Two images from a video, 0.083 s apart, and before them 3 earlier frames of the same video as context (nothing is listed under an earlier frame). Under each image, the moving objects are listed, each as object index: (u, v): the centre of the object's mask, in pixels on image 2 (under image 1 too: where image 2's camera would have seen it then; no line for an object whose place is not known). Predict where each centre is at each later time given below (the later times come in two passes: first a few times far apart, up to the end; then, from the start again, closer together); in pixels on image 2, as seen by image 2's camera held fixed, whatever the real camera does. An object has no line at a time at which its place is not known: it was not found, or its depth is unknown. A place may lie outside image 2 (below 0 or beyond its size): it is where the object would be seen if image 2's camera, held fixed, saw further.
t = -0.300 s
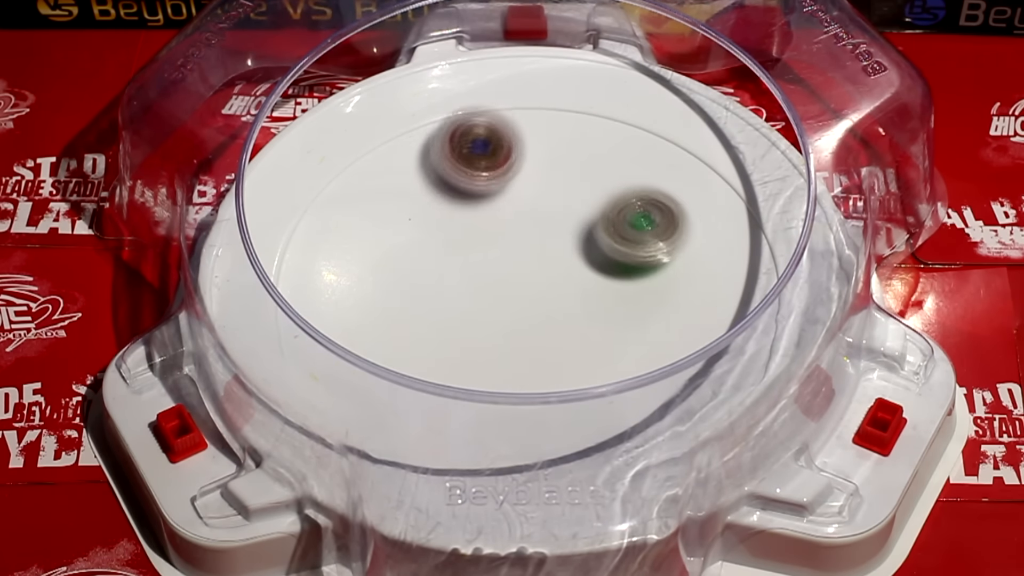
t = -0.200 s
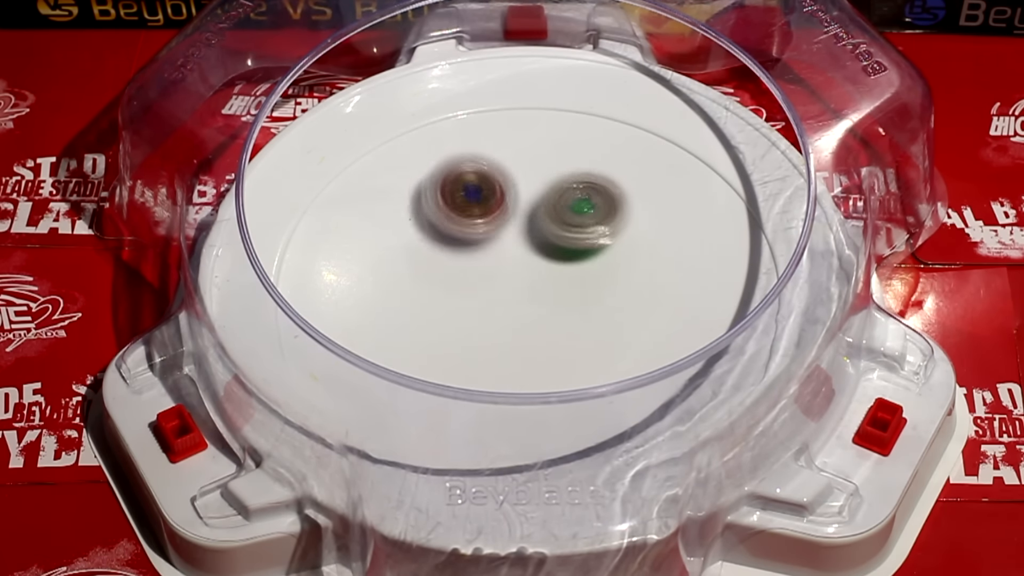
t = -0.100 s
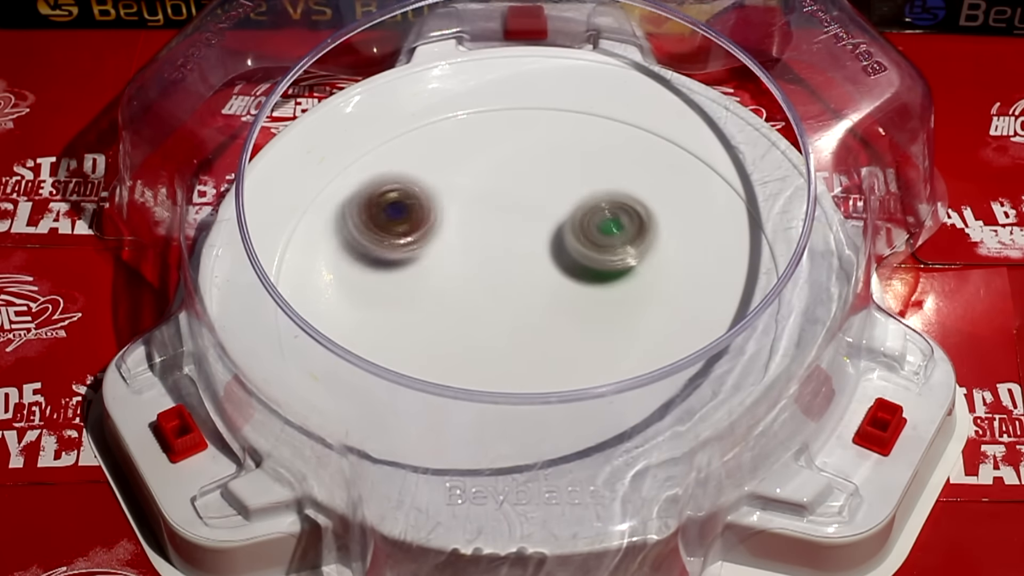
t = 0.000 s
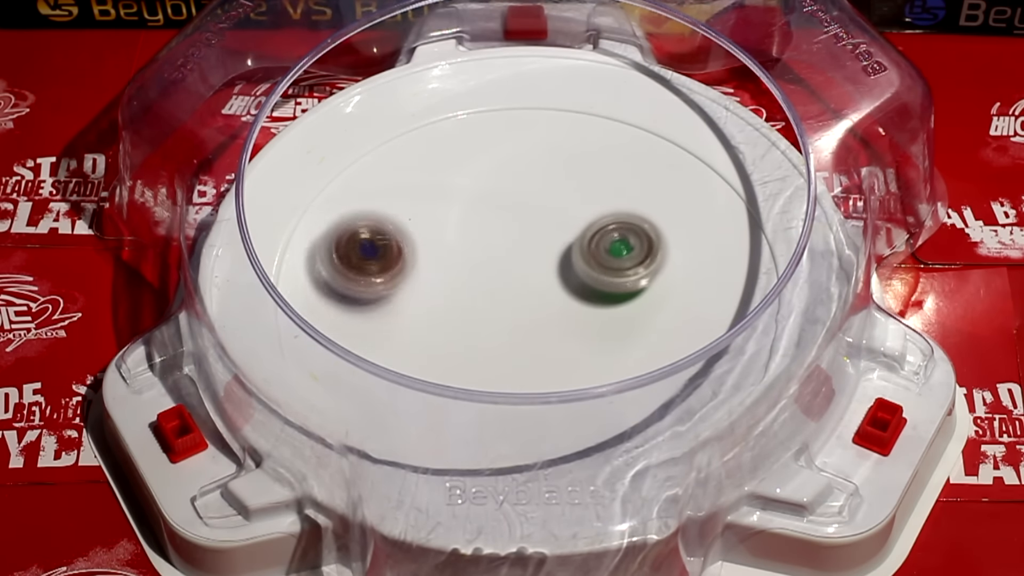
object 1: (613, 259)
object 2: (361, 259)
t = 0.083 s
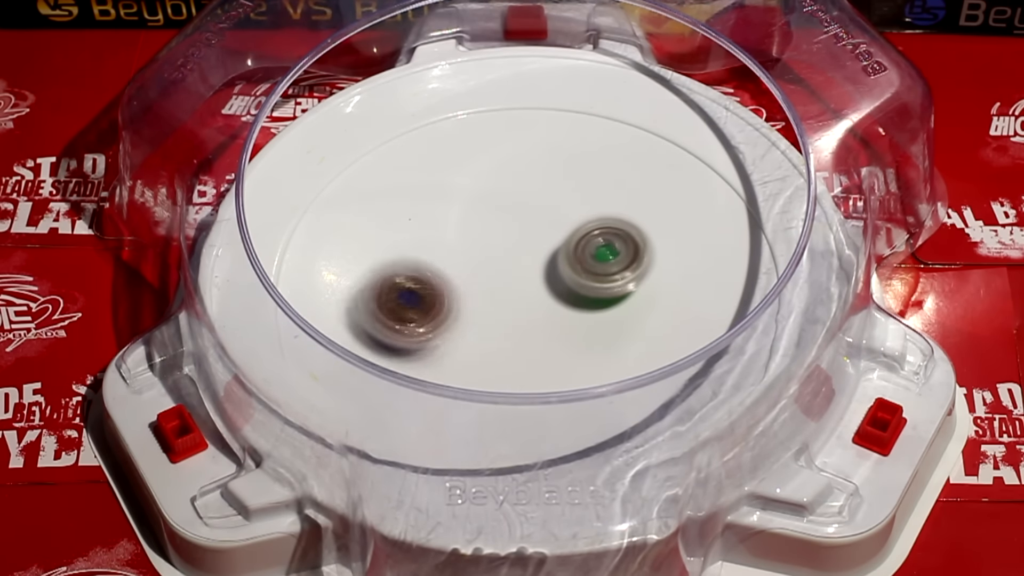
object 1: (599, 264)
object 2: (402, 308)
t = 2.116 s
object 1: (500, 312)
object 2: (249, 239)
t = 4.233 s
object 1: (557, 277)
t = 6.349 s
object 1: (507, 295)
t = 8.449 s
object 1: (552, 298)
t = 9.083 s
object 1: (523, 307)
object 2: (414, 222)
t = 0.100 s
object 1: (596, 264)
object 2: (416, 316)
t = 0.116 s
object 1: (593, 264)
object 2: (434, 325)
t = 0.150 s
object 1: (588, 265)
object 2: (471, 338)
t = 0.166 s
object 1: (585, 265)
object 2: (493, 344)
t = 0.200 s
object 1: (582, 265)
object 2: (537, 349)
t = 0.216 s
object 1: (581, 263)
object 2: (559, 347)
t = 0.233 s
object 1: (579, 266)
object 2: (581, 348)
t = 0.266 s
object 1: (575, 269)
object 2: (620, 340)
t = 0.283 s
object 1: (576, 272)
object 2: (641, 335)
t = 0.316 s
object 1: (575, 275)
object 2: (680, 322)
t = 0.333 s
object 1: (574, 278)
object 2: (697, 315)
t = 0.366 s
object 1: (574, 281)
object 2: (720, 298)
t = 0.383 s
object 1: (573, 283)
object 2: (732, 283)
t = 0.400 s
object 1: (573, 284)
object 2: (740, 275)
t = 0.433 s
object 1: (573, 287)
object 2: (756, 262)
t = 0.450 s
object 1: (572, 288)
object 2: (760, 252)
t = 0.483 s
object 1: (571, 289)
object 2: (759, 238)
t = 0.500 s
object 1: (571, 290)
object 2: (757, 233)
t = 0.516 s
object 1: (570, 291)
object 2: (751, 222)
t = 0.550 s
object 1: (567, 292)
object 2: (732, 209)
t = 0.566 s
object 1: (566, 293)
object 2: (723, 202)
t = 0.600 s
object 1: (564, 296)
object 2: (698, 186)
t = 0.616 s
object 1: (563, 297)
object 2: (685, 178)
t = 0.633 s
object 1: (563, 300)
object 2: (671, 172)
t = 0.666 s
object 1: (563, 304)
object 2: (642, 158)
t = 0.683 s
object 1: (562, 306)
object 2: (626, 151)
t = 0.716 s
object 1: (563, 311)
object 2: (597, 137)
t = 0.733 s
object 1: (564, 313)
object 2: (580, 132)
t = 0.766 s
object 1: (566, 317)
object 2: (546, 125)
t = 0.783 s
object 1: (567, 318)
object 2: (528, 125)
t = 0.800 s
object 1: (568, 319)
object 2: (511, 127)
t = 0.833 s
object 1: (571, 319)
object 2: (478, 136)
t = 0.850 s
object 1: (572, 319)
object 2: (460, 146)
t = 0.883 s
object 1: (573, 317)
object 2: (432, 167)
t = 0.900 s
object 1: (572, 317)
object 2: (418, 180)
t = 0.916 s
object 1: (572, 317)
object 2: (408, 195)
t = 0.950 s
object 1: (570, 317)
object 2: (391, 228)
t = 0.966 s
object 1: (569, 318)
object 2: (384, 247)
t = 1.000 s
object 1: (567, 319)
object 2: (378, 283)
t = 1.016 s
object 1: (567, 319)
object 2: (379, 299)
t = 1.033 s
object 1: (566, 320)
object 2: (383, 317)
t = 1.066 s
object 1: (564, 320)
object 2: (402, 340)
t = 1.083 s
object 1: (562, 321)
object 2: (403, 367)
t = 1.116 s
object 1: (560, 321)
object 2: (422, 401)
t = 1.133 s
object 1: (558, 321)
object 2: (438, 412)
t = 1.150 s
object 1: (557, 322)
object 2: (453, 425)
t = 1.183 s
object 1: (554, 322)
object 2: (493, 449)
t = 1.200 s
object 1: (552, 322)
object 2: (512, 457)
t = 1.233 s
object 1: (548, 323)
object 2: (553, 467)
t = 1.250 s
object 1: (546, 323)
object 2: (572, 466)
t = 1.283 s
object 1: (541, 324)
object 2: (614, 464)
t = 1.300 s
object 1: (540, 324)
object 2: (639, 461)
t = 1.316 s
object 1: (538, 325)
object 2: (658, 460)
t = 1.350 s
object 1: (534, 325)
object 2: (694, 446)
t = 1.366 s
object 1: (533, 325)
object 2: (712, 428)
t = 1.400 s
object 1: (530, 325)
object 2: (731, 404)
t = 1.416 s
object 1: (528, 325)
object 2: (743, 389)
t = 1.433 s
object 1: (527, 326)
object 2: (756, 374)
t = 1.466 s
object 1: (525, 327)
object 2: (782, 348)
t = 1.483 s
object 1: (524, 327)
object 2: (793, 332)
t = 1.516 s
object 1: (522, 328)
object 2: (808, 298)
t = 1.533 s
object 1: (521, 328)
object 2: (811, 279)
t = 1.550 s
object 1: (520, 328)
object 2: (812, 261)
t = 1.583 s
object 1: (520, 329)
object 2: (804, 225)
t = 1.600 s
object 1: (519, 328)
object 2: (783, 212)
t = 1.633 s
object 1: (518, 329)
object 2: (775, 180)
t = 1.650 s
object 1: (518, 328)
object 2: (768, 163)
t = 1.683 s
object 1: (517, 328)
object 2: (746, 134)
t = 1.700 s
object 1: (517, 328)
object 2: (729, 122)
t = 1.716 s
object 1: (517, 328)
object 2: (711, 111)
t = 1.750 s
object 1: (515, 327)
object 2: (673, 94)
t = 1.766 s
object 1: (515, 327)
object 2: (651, 86)
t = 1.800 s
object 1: (514, 326)
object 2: (608, 75)
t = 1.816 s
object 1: (514, 325)
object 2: (582, 75)
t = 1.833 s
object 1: (514, 325)
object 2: (557, 73)
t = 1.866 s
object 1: (512, 324)
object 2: (508, 74)
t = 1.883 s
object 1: (512, 323)
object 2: (482, 77)
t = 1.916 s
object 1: (510, 321)
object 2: (436, 86)
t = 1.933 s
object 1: (510, 321)
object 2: (412, 94)
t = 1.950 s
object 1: (509, 320)
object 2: (390, 100)
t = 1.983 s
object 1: (507, 318)
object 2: (349, 123)
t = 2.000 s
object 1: (506, 318)
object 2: (330, 133)
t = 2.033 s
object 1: (505, 316)
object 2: (300, 159)
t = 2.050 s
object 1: (504, 315)
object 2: (288, 174)
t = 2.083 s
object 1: (502, 314)
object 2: (267, 203)
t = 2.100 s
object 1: (501, 313)
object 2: (258, 222)
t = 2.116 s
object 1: (500, 312)
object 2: (249, 239)
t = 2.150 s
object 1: (499, 311)
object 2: (244, 273)
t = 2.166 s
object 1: (499, 310)
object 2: (243, 293)
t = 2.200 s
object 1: (498, 308)
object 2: (252, 333)
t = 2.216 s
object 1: (497, 307)
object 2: (263, 352)
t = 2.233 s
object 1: (497, 306)
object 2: (278, 370)
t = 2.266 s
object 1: (496, 303)
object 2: (310, 416)
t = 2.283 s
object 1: (495, 303)
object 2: (322, 438)
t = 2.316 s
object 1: (495, 300)
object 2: (383, 457)
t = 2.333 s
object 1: (494, 300)
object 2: (404, 474)
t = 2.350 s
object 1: (494, 299)
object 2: (430, 483)
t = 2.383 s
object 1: (493, 297)
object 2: (493, 495)
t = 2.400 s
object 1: (492, 297)
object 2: (524, 499)
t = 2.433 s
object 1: (492, 295)
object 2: (586, 498)
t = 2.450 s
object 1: (491, 294)
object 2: (620, 498)
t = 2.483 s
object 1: (490, 293)
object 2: (658, 468)
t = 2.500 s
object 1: (489, 292)
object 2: (672, 453)
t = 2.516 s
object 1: (490, 292)
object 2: (685, 436)
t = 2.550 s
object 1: (489, 290)
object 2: (719, 397)
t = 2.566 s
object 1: (489, 290)
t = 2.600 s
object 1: (489, 288)
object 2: (740, 342)
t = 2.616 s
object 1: (489, 288)
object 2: (740, 313)
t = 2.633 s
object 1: (489, 287)
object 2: (738, 290)
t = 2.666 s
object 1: (489, 286)
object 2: (745, 250)
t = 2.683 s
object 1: (489, 285)
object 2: (738, 230)
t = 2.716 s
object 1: (490, 284)
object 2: (721, 188)
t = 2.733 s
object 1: (491, 284)
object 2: (711, 171)
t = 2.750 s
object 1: (492, 283)
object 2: (698, 153)
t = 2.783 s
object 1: (494, 282)
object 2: (662, 126)
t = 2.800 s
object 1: (494, 281)
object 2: (641, 114)
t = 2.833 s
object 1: (495, 279)
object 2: (596, 102)
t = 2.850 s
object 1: (495, 279)
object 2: (569, 98)
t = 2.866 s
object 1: (496, 278)
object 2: (543, 98)
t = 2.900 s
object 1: (496, 277)
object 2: (491, 99)
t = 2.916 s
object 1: (496, 276)
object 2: (464, 101)
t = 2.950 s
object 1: (498, 275)
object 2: (416, 108)
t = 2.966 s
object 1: (498, 275)
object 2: (395, 116)
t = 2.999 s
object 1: (499, 274)
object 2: (353, 142)
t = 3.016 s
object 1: (501, 274)
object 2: (338, 159)
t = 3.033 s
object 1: (502, 273)
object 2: (322, 176)
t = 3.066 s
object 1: (505, 272)
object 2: (300, 213)
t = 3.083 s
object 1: (505, 272)
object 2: (293, 236)
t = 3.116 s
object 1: (508, 271)
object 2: (275, 280)
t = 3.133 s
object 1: (510, 271)
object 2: (276, 304)
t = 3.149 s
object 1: (511, 270)
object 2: (286, 326)
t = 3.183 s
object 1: (513, 269)
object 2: (311, 370)
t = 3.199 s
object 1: (514, 269)
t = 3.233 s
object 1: (516, 267)
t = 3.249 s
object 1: (518, 267)
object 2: (393, 436)
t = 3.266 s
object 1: (518, 266)
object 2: (422, 446)
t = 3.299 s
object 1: (520, 265)
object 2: (483, 461)
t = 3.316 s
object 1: (521, 264)
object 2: (512, 463)
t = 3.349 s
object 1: (523, 264)
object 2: (575, 457)
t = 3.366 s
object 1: (524, 263)
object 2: (603, 448)
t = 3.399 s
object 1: (525, 262)
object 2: (660, 428)
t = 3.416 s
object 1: (527, 262)
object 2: (682, 415)
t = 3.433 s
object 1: (527, 261)
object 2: (713, 398)
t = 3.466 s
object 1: (529, 260)
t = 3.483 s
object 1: (530, 260)
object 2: (751, 337)
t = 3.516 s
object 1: (531, 259)
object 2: (755, 289)
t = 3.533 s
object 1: (532, 259)
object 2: (754, 269)
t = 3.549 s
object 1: (533, 259)
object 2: (756, 250)
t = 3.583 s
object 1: (534, 259)
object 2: (740, 218)
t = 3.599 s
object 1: (535, 259)
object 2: (729, 198)
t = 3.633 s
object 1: (537, 259)
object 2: (693, 167)
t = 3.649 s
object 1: (537, 258)
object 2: (675, 149)
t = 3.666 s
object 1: (538, 258)
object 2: (654, 134)
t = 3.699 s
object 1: (539, 257)
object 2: (614, 108)
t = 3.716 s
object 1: (539, 258)
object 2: (589, 101)
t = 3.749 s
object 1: (540, 258)
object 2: (533, 102)
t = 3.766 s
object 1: (541, 259)
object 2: (504, 105)
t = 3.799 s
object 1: (542, 259)
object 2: (444, 115)
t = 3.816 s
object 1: (542, 260)
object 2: (419, 121)
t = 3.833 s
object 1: (543, 260)
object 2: (393, 128)
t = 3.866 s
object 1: (544, 261)
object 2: (350, 147)
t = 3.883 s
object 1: (545, 262)
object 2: (330, 159)
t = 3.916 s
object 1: (546, 263)
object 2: (306, 195)
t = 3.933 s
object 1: (546, 264)
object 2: (298, 215)
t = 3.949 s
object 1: (547, 264)
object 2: (295, 236)
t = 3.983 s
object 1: (548, 266)
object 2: (288, 277)
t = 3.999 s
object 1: (549, 267)
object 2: (288, 301)
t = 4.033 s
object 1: (550, 268)
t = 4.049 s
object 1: (551, 269)
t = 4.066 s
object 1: (551, 270)
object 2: (322, 380)
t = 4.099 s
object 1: (552, 271)
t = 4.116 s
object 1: (553, 272)
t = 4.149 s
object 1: (554, 274)
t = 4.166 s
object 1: (555, 274)
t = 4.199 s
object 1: (556, 276)
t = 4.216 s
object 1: (556, 277)
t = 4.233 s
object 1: (557, 277)
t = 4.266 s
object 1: (558, 279)
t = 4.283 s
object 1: (558, 280)
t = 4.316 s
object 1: (560, 281)
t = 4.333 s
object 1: (560, 282)
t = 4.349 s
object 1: (561, 282)
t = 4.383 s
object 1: (562, 284)
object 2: (743, 322)
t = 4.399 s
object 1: (563, 285)
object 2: (744, 299)
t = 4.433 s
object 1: (563, 286)
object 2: (747, 260)
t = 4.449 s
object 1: (563, 286)
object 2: (749, 240)
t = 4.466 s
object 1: (563, 287)
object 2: (745, 221)
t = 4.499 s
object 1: (564, 289)
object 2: (724, 188)
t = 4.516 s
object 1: (564, 289)
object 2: (710, 173)
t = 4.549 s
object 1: (564, 290)
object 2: (677, 144)
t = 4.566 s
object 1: (564, 291)
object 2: (659, 132)
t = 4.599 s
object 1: (564, 292)
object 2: (617, 112)
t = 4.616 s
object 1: (564, 292)
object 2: (594, 104)
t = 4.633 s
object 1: (564, 293)
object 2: (571, 98)
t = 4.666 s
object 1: (563, 294)
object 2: (525, 94)
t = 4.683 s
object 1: (563, 294)
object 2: (502, 96)
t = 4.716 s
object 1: (562, 295)
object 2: (457, 103)
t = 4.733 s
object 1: (562, 296)
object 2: (436, 107)
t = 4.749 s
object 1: (561, 297)
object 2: (415, 115)
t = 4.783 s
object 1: (561, 298)
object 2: (381, 131)
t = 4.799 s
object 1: (560, 298)
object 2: (365, 143)
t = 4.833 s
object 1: (559, 299)
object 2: (341, 165)
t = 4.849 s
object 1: (559, 300)
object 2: (329, 179)
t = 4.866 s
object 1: (558, 301)
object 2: (319, 194)
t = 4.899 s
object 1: (557, 302)
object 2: (304, 229)
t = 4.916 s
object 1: (557, 302)
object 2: (301, 245)
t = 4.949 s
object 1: (555, 303)
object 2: (296, 283)
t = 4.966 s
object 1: (554, 304)
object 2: (297, 301)
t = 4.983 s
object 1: (553, 304)
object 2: (302, 321)
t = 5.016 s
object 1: (552, 305)
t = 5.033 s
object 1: (551, 305)
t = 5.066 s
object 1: (550, 306)
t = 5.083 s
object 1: (549, 306)
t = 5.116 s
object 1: (548, 307)
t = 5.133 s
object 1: (547, 307)
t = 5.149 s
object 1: (547, 308)
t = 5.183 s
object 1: (545, 309)
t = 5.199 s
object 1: (544, 309)
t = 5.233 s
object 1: (542, 310)
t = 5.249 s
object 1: (541, 310)
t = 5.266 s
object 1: (540, 311)
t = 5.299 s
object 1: (539, 311)
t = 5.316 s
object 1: (538, 311)
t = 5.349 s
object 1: (536, 312)
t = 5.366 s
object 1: (535, 312)
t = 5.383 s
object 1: (534, 312)
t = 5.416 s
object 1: (532, 312)
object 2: (720, 339)
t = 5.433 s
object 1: (531, 312)
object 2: (720, 318)
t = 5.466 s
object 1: (530, 312)
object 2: (723, 291)
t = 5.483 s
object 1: (529, 312)
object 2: (727, 277)
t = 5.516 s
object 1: (527, 312)
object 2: (723, 247)
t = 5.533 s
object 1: (526, 312)
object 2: (718, 233)
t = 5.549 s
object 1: (525, 312)
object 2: (711, 218)
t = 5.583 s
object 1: (523, 312)
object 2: (691, 193)
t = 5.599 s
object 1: (522, 312)
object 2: (681, 183)
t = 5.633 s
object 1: (520, 312)
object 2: (653, 160)
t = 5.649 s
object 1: (519, 312)
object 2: (637, 151)
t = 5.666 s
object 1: (518, 311)
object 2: (619, 144)
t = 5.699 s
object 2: (586, 133)
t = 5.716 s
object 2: (566, 129)
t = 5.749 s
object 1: (514, 311)
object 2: (523, 125)
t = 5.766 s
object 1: (513, 311)
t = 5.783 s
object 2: (480, 127)
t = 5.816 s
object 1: (511, 310)
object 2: (442, 134)
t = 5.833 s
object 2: (424, 139)
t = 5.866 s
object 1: (509, 310)
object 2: (387, 156)
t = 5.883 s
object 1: (509, 309)
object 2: (371, 166)
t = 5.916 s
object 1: (508, 309)
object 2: (343, 190)
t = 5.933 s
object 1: (507, 309)
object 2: (332, 203)
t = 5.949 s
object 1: (507, 308)
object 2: (323, 218)
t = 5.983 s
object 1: (507, 308)
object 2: (308, 251)
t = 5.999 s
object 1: (506, 308)
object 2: (309, 265)
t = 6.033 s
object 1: (506, 307)
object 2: (305, 300)
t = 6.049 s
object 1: (506, 306)
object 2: (308, 320)
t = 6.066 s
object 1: (506, 306)
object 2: (309, 337)
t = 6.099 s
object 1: (506, 305)
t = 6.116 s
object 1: (506, 304)
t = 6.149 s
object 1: (505, 303)
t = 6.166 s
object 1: (505, 302)
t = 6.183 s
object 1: (505, 302)
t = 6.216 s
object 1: (506, 300)
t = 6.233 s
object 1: (506, 300)
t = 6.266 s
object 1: (506, 298)
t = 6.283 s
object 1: (506, 298)
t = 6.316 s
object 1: (506, 296)
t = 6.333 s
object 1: (506, 296)
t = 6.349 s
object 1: (507, 295)
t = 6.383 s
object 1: (507, 293)
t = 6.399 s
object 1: (507, 292)
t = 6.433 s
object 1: (507, 291)
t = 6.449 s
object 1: (508, 290)
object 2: (726, 335)
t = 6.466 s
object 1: (508, 290)
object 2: (733, 316)
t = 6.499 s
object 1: (508, 288)
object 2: (735, 286)
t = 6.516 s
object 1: (509, 287)
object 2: (747, 265)
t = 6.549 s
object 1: (509, 286)
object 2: (746, 239)
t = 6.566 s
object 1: (509, 285)
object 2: (737, 228)
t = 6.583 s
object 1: (509, 284)
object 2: (731, 214)
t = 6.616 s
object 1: (510, 283)
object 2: (714, 185)
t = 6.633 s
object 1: (511, 283)
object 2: (703, 176)
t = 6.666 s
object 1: (512, 281)
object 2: (678, 155)
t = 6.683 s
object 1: (512, 281)
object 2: (660, 145)
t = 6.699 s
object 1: (512, 280)
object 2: (642, 137)
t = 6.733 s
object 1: (513, 279)
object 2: (609, 125)
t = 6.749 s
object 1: (514, 278)
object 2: (590, 120)
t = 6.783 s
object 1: (515, 277)
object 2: (551, 114)
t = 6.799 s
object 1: (515, 277)
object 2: (532, 116)
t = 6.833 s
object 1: (516, 276)
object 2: (489, 120)
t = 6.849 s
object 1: (517, 275)
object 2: (468, 124)
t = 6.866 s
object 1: (518, 275)
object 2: (446, 131)
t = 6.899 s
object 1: (519, 274)
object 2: (406, 147)
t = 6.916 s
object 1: (519, 274)
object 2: (385, 159)
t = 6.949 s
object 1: (521, 273)
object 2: (355, 186)
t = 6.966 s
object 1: (521, 272)
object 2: (342, 198)
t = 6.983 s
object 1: (522, 272)
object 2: (330, 214)
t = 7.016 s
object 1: (523, 271)
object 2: (315, 249)
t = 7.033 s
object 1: (524, 271)
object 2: (314, 265)
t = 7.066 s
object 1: (524, 270)
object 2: (306, 305)
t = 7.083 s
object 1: (525, 270)
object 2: (310, 325)
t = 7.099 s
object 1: (525, 270)
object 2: (318, 342)
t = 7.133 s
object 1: (527, 269)
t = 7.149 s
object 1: (527, 269)
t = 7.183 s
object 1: (528, 269)
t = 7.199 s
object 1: (528, 269)
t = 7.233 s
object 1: (529, 268)
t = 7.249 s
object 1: (530, 268)
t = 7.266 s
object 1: (530, 268)
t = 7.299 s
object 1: (531, 269)
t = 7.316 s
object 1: (532, 269)
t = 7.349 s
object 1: (534, 269)
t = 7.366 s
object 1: (534, 269)
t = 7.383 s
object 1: (535, 269)
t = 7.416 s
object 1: (536, 269)
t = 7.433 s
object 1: (537, 270)
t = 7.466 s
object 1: (538, 270)
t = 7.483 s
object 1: (538, 270)
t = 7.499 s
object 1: (539, 271)
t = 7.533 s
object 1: (540, 271)
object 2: (739, 279)
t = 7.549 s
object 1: (541, 272)
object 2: (744, 264)
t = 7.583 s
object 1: (542, 273)
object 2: (737, 232)
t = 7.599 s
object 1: (542, 273)
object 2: (731, 220)
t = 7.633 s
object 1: (543, 274)
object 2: (709, 188)
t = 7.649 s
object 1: (544, 275)
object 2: (696, 174)
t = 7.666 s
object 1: (544, 275)
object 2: (682, 164)
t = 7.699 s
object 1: (545, 276)
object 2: (641, 143)
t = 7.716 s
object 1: (545, 277)
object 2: (625, 136)
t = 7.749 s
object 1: (546, 278)
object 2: (583, 125)
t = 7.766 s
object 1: (546, 279)
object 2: (564, 123)
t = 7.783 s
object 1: (547, 280)
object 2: (543, 121)
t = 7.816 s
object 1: (548, 281)
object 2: (498, 124)
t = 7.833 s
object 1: (548, 281)
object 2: (477, 126)
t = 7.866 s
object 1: (549, 282)
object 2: (437, 137)
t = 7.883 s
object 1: (550, 283)
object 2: (419, 145)
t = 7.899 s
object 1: (550, 284)
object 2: (400, 155)
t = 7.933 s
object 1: (551, 285)
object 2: (364, 181)
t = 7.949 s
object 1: (552, 285)
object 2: (352, 193)
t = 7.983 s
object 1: (553, 286)
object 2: (330, 223)
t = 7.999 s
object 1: (553, 287)
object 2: (322, 239)
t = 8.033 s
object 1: (554, 288)
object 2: (316, 270)
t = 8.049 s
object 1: (555, 288)
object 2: (312, 289)
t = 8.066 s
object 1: (555, 289)
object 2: (323, 299)
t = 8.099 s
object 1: (555, 290)
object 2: (320, 345)
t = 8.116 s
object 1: (555, 290)
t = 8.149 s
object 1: (555, 291)
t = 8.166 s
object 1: (555, 291)
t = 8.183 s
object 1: (555, 292)
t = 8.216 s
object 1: (556, 293)
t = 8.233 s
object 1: (556, 293)
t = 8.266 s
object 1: (556, 294)
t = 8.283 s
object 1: (556, 294)
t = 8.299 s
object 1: (555, 295)
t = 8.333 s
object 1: (555, 296)
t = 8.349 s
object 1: (554, 296)
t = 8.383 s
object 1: (554, 297)
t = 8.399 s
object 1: (554, 297)
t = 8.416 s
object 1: (553, 297)
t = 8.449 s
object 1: (552, 298)
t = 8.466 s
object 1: (552, 298)
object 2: (689, 353)
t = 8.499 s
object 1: (551, 299)
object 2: (700, 318)
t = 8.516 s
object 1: (551, 299)
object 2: (700, 311)
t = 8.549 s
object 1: (549, 300)
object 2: (701, 289)
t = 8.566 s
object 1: (549, 300)
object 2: (697, 276)
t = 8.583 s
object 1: (548, 301)
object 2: (696, 264)
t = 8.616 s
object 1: (546, 301)
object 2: (685, 240)
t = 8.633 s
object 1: (546, 302)
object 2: (678, 229)
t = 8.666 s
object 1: (544, 302)
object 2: (663, 208)
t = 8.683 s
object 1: (543, 303)
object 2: (652, 203)
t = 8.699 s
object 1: (542, 303)
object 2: (646, 192)
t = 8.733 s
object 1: (540, 303)
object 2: (620, 184)
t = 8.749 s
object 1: (539, 304)
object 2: (613, 176)
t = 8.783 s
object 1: (537, 304)
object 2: (588, 173)
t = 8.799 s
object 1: (536, 304)
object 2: (579, 169)
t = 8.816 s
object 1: (536, 305)
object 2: (567, 168)
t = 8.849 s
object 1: (534, 305)
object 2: (545, 167)
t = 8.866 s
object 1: (533, 305)
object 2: (533, 168)
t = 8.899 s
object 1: (532, 306)
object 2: (512, 169)
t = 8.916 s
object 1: (531, 306)
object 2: (498, 173)
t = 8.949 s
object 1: (530, 306)
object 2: (480, 177)
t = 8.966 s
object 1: (529, 306)
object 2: (468, 182)
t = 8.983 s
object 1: (528, 306)
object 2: (460, 186)
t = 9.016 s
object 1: (526, 307)
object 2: (440, 197)
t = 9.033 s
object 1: (525, 307)
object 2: (434, 201)
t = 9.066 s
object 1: (524, 307)
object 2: (418, 215)
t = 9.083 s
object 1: (523, 307)
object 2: (414, 222)
